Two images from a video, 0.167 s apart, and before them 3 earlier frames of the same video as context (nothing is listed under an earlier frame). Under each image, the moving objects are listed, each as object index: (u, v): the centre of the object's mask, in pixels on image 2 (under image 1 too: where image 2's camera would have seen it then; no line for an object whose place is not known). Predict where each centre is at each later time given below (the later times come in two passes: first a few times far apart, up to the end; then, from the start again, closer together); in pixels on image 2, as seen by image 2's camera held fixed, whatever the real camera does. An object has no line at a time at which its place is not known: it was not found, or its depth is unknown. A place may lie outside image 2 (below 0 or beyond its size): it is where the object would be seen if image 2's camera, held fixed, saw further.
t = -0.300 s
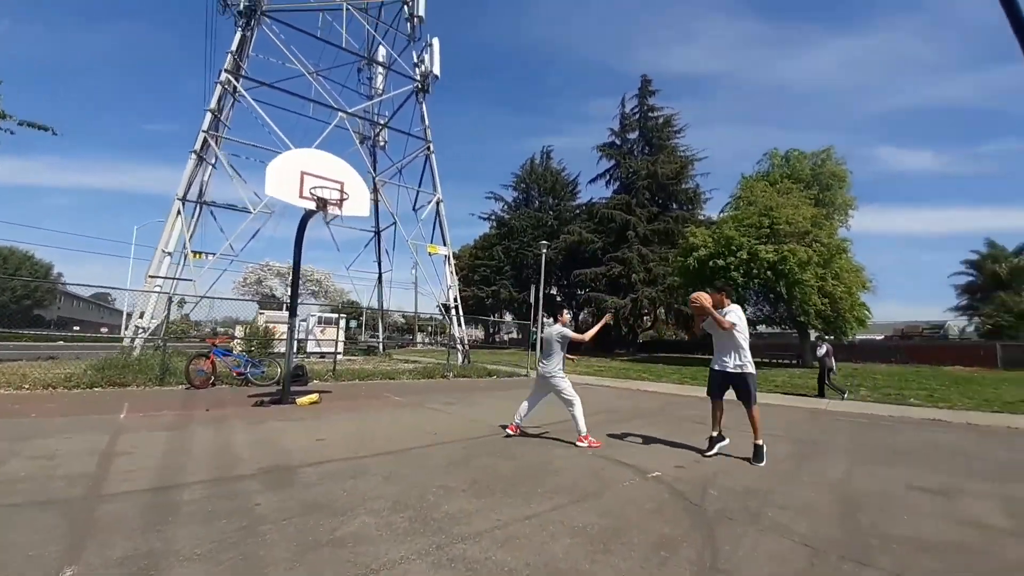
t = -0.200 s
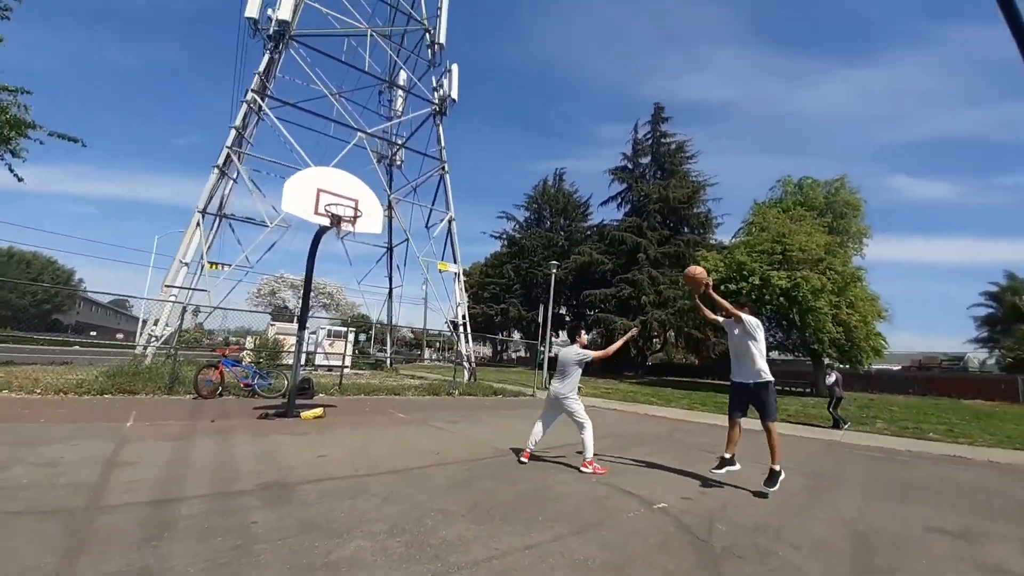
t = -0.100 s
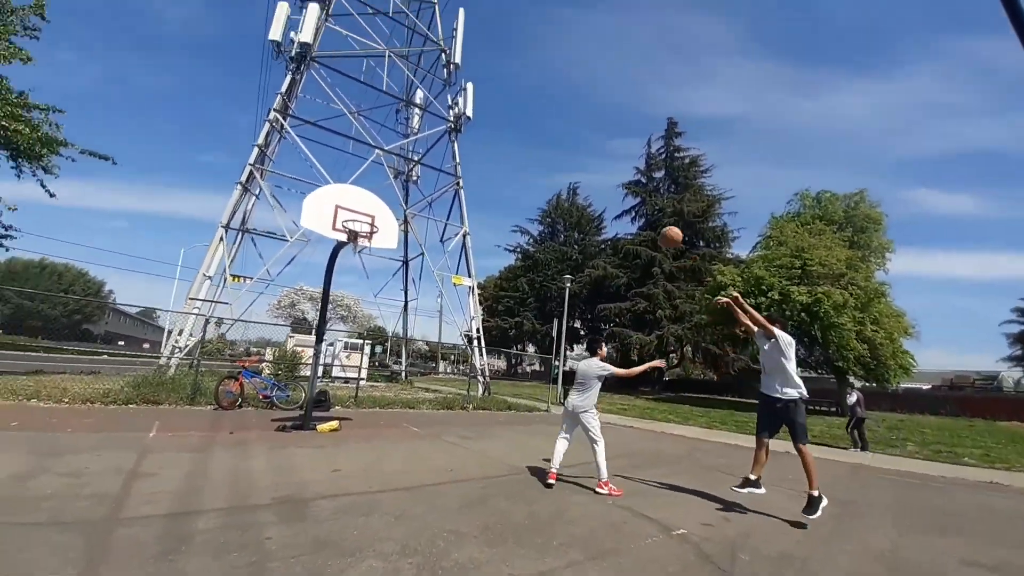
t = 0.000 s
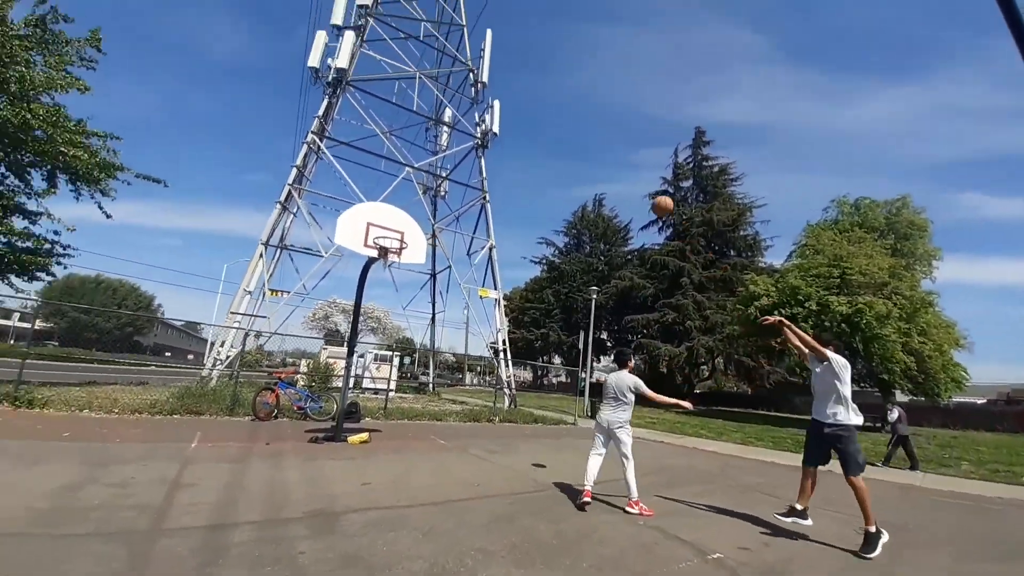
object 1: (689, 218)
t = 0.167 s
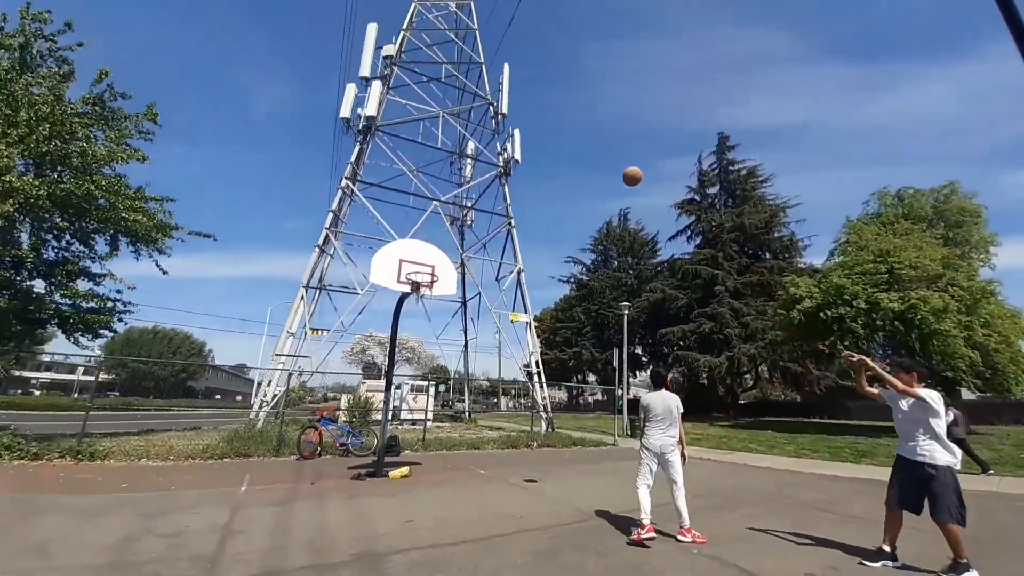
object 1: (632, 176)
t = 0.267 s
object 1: (598, 161)
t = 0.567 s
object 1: (529, 157)
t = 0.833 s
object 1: (478, 195)
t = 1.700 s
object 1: (525, 265)
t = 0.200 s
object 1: (621, 171)
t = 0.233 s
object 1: (607, 165)
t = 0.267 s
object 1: (598, 161)
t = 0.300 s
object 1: (590, 159)
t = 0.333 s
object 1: (582, 157)
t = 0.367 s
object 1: (573, 156)
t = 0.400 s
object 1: (563, 154)
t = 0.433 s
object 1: (555, 152)
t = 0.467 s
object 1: (548, 152)
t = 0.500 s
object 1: (542, 153)
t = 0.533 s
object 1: (535, 155)
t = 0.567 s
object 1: (529, 157)
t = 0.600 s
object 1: (523, 160)
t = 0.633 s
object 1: (514, 162)
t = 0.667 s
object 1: (506, 165)
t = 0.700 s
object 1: (500, 170)
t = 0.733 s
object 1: (495, 176)
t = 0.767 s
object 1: (491, 183)
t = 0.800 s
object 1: (485, 189)
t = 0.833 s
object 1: (478, 195)
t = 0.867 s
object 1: (471, 202)
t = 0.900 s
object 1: (466, 210)
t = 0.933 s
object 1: (461, 218)
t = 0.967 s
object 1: (455, 228)
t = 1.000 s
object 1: (448, 234)
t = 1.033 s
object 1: (442, 244)
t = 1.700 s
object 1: (525, 265)
